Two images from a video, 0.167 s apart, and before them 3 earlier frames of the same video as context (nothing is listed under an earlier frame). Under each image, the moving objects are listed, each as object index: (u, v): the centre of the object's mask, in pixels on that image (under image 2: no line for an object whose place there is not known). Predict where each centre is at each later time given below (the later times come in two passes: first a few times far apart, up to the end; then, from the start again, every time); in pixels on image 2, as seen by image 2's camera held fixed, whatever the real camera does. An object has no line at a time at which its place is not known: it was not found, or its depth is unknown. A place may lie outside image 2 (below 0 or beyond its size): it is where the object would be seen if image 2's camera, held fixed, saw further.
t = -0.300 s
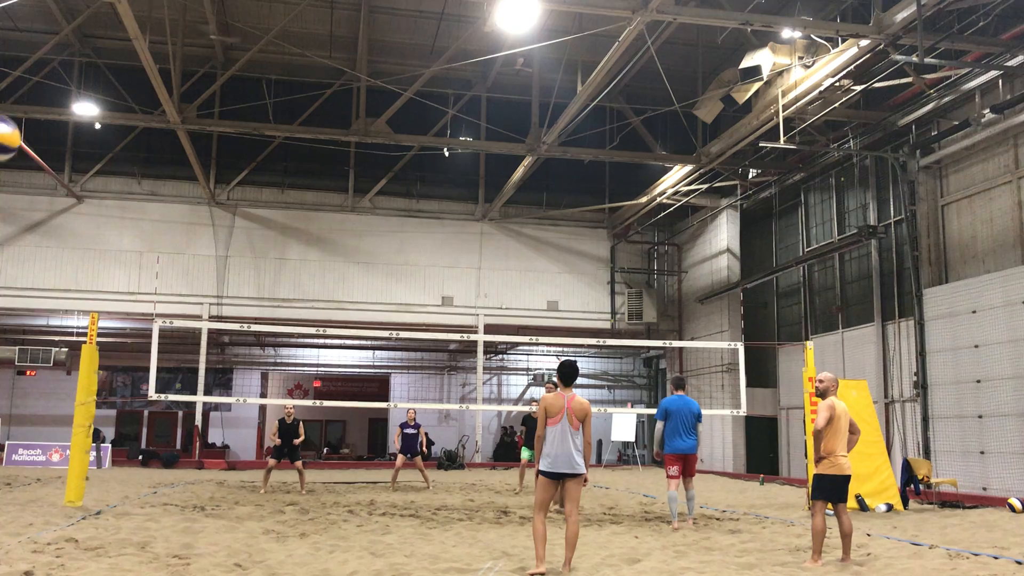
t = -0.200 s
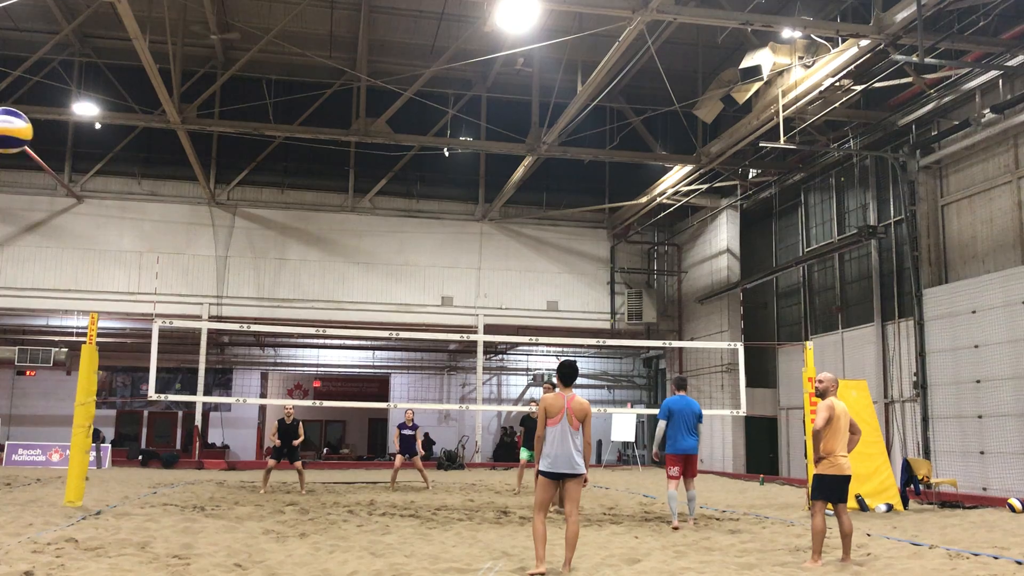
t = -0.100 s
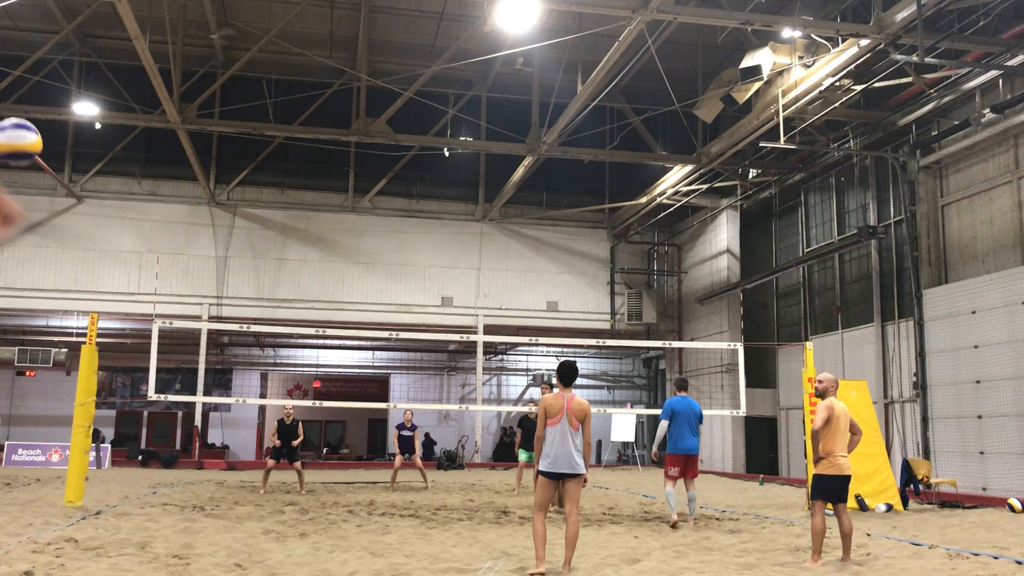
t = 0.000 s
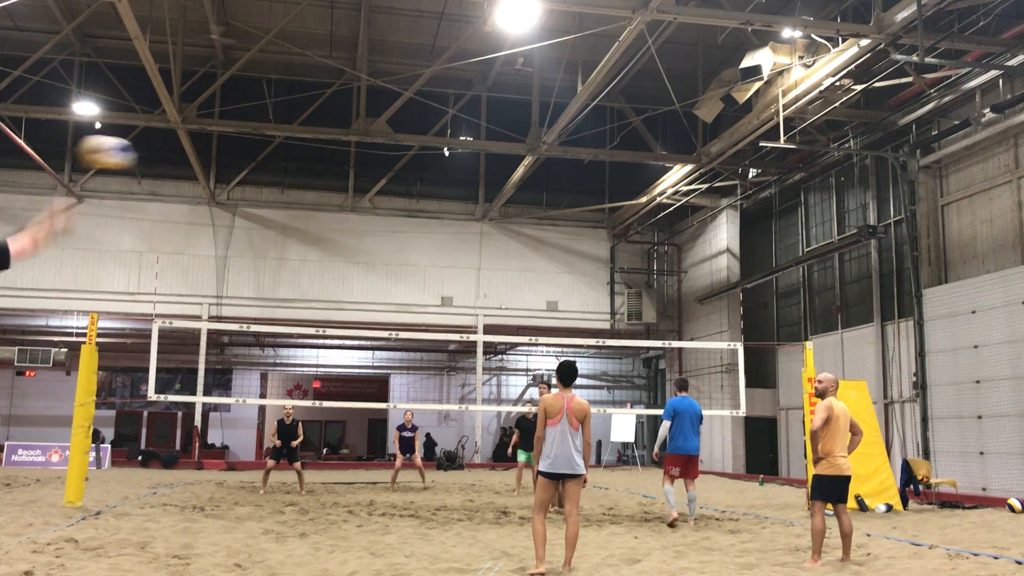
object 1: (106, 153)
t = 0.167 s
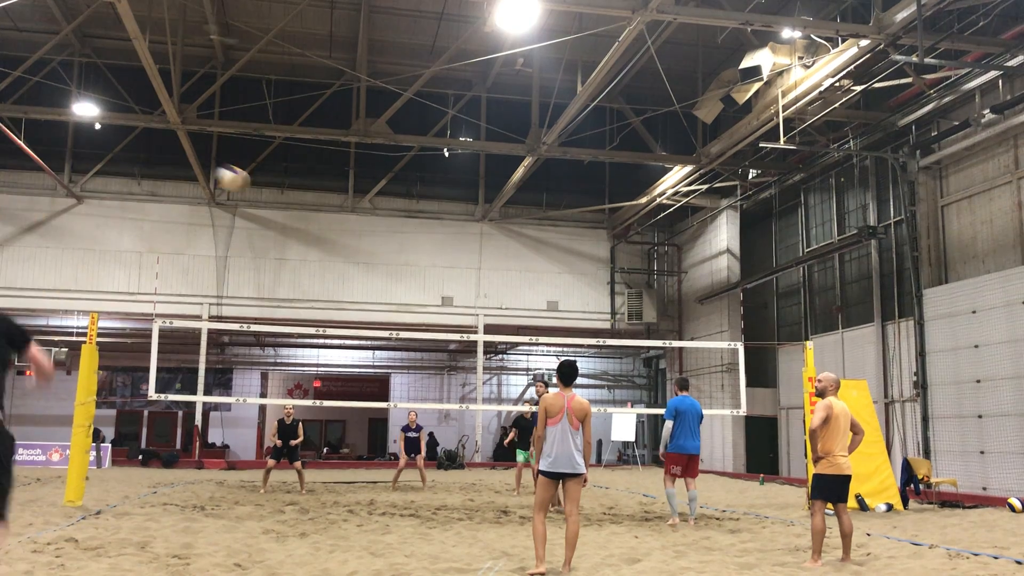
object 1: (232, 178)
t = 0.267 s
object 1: (273, 200)
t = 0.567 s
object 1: (334, 284)
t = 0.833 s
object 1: (357, 362)
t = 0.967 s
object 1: (363, 399)
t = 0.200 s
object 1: (245, 187)
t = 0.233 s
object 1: (260, 195)
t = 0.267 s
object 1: (273, 200)
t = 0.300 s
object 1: (282, 209)
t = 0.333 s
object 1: (287, 217)
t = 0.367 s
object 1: (296, 226)
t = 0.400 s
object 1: (304, 236)
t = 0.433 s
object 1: (312, 247)
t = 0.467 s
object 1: (319, 257)
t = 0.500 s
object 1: (324, 266)
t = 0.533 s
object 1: (329, 275)
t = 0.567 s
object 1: (334, 284)
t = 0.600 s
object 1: (338, 293)
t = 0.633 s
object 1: (342, 302)
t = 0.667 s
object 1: (345, 312)
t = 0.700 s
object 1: (348, 323)
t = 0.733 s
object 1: (351, 327)
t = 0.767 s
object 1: (353, 341)
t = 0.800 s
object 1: (354, 350)
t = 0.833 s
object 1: (357, 362)
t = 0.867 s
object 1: (359, 372)
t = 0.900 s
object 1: (360, 381)
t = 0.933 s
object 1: (361, 392)
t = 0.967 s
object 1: (363, 399)
